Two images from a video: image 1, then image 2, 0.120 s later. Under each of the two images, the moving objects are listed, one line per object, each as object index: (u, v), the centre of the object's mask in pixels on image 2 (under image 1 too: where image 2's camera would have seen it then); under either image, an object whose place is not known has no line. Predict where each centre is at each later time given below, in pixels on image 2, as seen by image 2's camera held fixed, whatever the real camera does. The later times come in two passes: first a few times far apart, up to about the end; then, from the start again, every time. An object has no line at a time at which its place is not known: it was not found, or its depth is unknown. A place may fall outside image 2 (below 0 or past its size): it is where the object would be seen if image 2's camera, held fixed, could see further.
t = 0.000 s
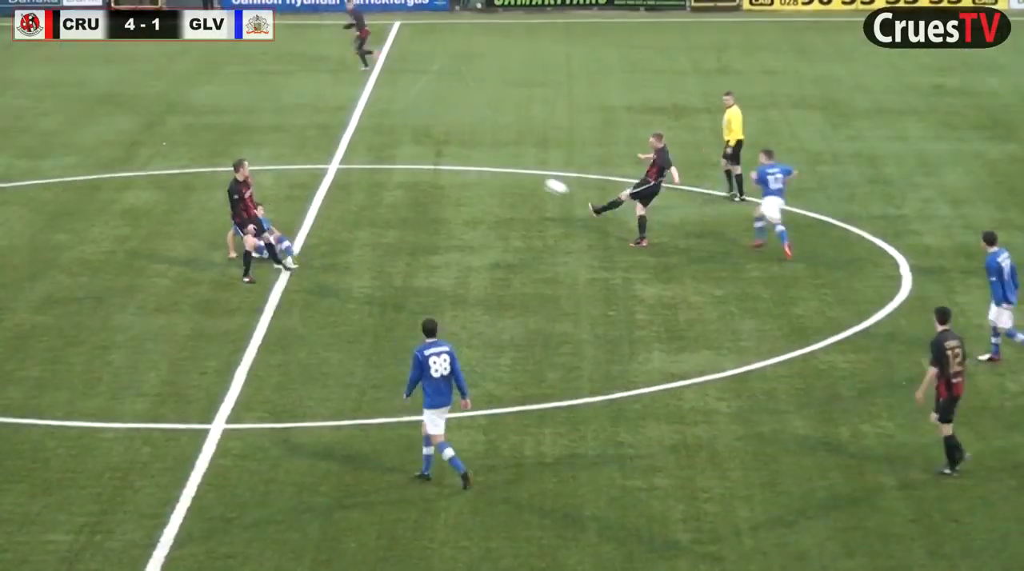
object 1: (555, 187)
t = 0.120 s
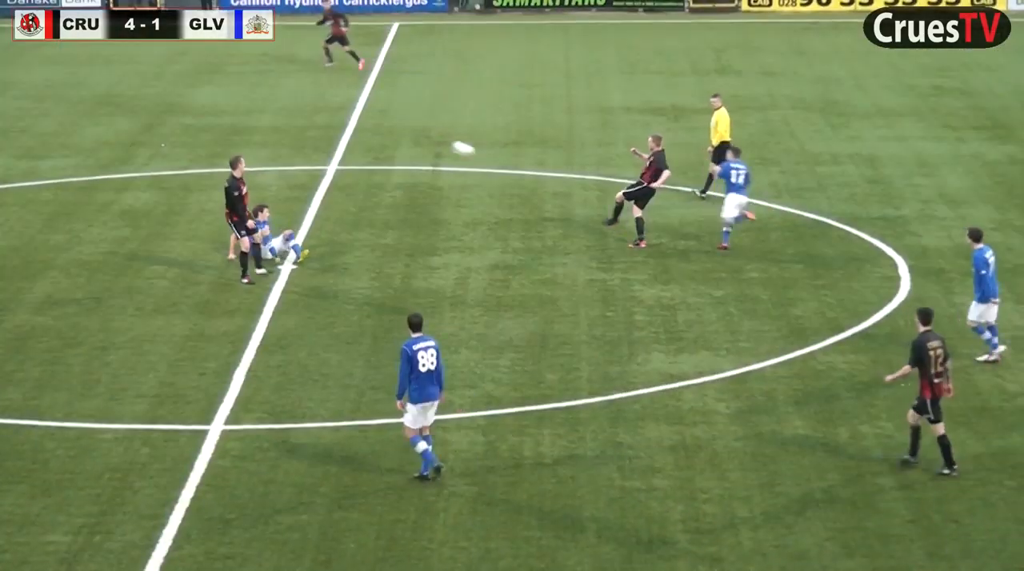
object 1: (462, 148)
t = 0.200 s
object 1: (408, 130)
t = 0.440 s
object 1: (266, 100)
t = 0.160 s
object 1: (434, 138)
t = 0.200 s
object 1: (408, 130)
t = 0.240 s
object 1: (382, 122)
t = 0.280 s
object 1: (358, 116)
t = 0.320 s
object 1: (333, 110)
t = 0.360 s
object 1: (310, 106)
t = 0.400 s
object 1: (288, 103)
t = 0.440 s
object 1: (266, 100)
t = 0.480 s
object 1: (245, 99)
